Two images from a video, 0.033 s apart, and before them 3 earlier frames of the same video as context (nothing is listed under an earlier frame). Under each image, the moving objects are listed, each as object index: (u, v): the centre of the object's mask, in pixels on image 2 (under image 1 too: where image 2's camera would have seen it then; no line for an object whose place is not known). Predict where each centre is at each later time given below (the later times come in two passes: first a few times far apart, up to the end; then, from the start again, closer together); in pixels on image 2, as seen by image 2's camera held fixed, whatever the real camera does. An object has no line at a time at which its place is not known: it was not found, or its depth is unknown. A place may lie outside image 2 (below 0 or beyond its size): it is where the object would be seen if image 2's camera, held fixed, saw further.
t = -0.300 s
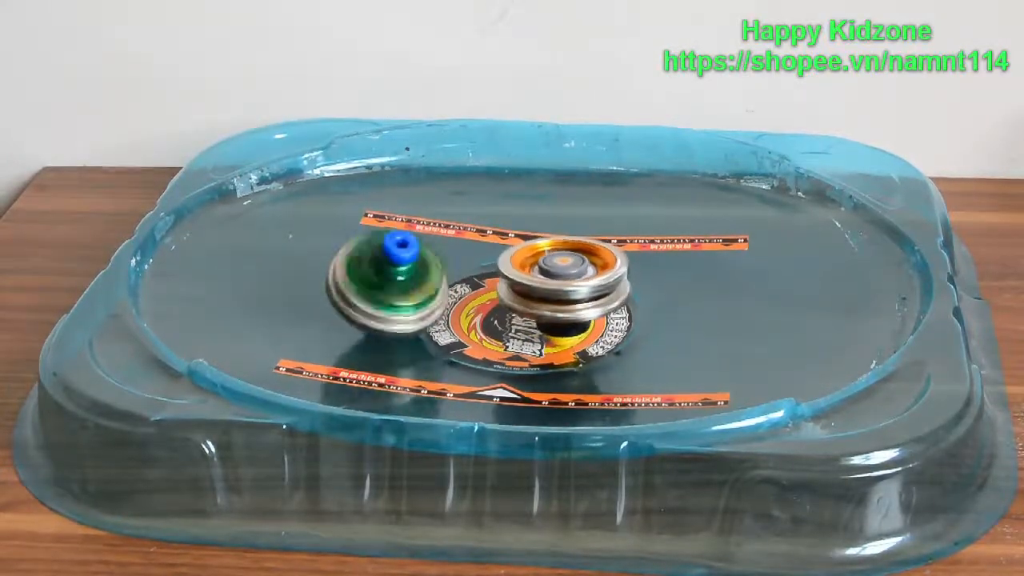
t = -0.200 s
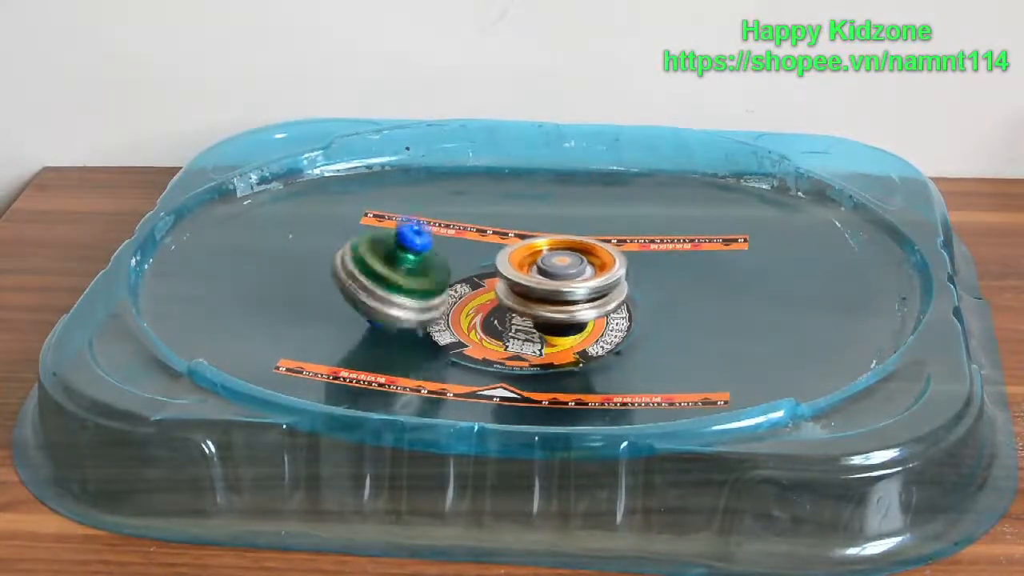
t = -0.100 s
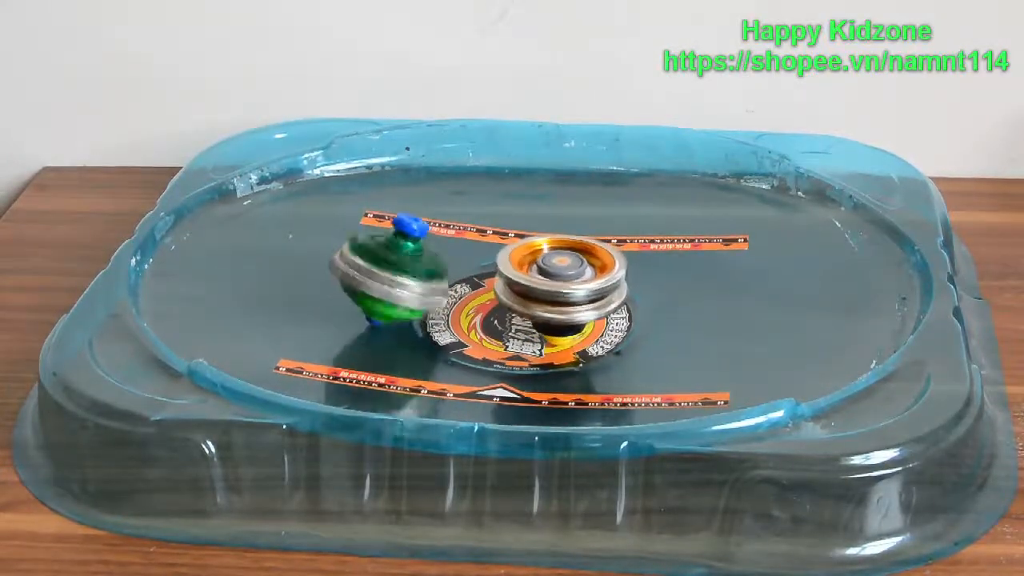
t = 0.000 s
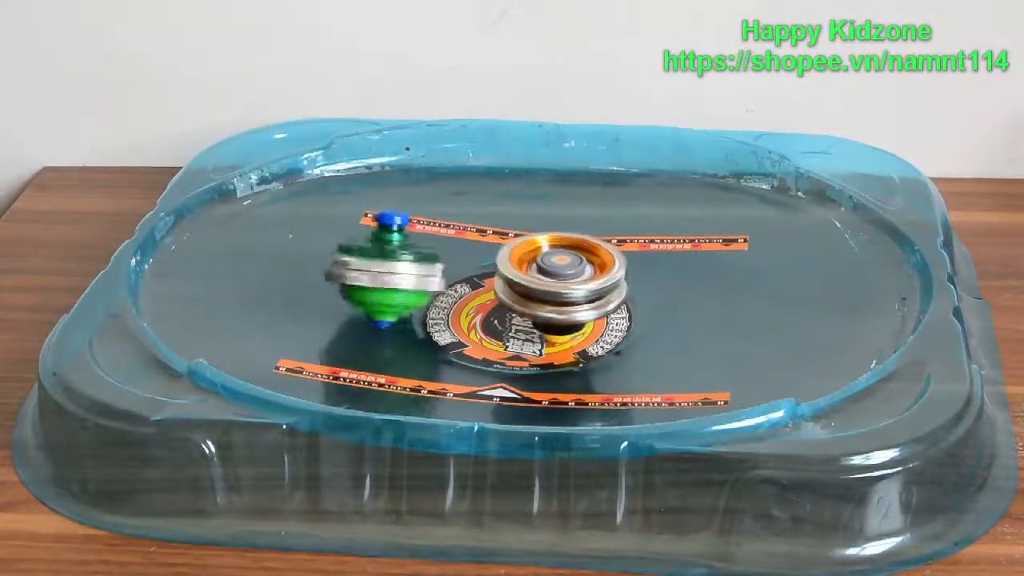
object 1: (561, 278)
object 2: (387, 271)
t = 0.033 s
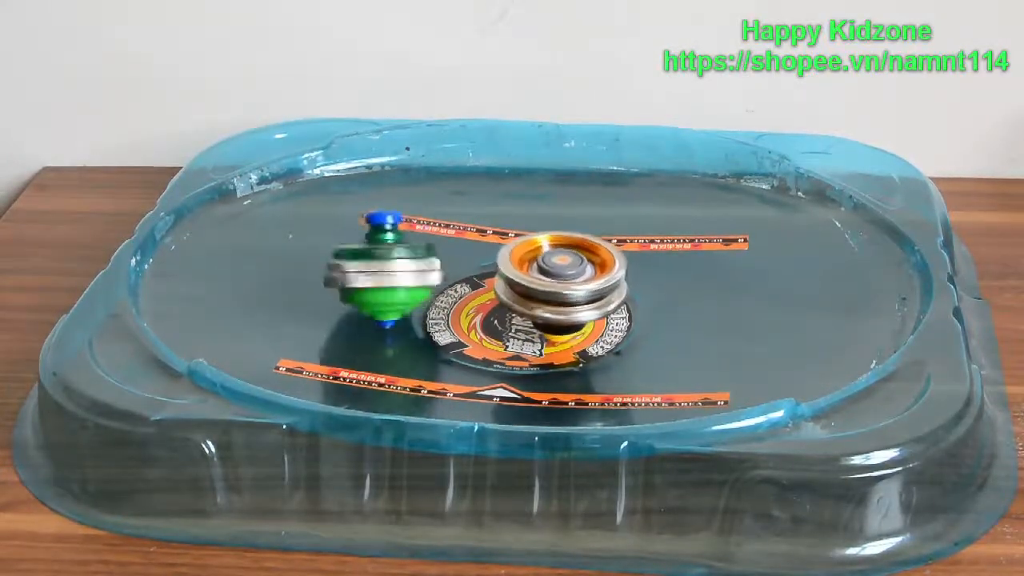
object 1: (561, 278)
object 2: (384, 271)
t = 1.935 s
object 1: (560, 272)
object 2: (375, 265)
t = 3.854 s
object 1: (558, 269)
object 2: (393, 265)
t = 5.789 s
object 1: (557, 270)
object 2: (406, 246)
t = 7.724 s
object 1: (537, 274)
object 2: (651, 236)
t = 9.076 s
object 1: (537, 296)
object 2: (664, 265)
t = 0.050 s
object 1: (561, 277)
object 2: (383, 270)
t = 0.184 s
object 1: (563, 277)
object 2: (376, 272)
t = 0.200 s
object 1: (563, 276)
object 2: (376, 273)
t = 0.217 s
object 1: (563, 276)
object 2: (375, 273)
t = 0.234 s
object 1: (564, 276)
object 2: (373, 274)
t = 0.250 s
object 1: (564, 275)
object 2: (374, 275)
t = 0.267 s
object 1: (564, 275)
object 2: (374, 276)
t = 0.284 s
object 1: (564, 275)
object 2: (374, 276)
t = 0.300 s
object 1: (565, 275)
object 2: (373, 278)
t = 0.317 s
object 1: (565, 275)
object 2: (374, 278)
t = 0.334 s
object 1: (565, 274)
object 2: (374, 280)
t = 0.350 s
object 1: (565, 274)
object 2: (375, 280)
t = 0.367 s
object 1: (564, 274)
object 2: (376, 281)
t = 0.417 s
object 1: (562, 272)
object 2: (378, 281)
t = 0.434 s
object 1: (562, 272)
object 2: (380, 282)
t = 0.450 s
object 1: (561, 271)
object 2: (381, 282)
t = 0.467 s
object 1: (561, 272)
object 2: (381, 281)
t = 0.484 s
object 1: (561, 271)
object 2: (382, 281)
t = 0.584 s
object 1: (561, 271)
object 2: (388, 276)
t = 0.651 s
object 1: (561, 270)
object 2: (392, 271)
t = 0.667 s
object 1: (561, 271)
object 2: (393, 271)
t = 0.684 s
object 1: (561, 271)
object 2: (394, 270)
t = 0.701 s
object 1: (560, 271)
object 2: (393, 269)
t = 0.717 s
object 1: (560, 271)
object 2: (393, 268)
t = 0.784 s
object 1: (560, 269)
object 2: (391, 267)
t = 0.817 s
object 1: (560, 269)
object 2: (390, 267)
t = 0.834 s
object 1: (560, 269)
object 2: (388, 266)
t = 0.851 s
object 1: (561, 268)
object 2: (387, 267)
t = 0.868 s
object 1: (562, 269)
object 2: (386, 266)
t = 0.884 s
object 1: (562, 269)
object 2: (384, 265)
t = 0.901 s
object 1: (562, 270)
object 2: (383, 266)
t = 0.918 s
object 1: (562, 269)
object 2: (383, 266)
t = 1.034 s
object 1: (559, 271)
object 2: (376, 268)
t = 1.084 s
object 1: (560, 272)
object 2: (373, 270)
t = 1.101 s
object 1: (559, 272)
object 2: (373, 271)
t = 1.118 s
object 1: (559, 272)
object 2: (372, 271)
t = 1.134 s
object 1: (558, 272)
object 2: (373, 272)
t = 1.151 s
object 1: (558, 272)
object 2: (373, 273)
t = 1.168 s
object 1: (558, 272)
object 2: (374, 274)
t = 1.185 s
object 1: (558, 271)
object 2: (374, 275)
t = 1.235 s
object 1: (559, 272)
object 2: (376, 276)
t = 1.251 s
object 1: (557, 271)
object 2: (377, 276)
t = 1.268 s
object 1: (557, 272)
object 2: (379, 278)
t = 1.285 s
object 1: (556, 271)
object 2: (380, 276)
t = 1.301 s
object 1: (556, 272)
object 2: (380, 276)
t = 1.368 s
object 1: (556, 270)
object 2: (385, 276)
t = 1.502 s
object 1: (556, 269)
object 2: (395, 267)
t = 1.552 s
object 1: (558, 269)
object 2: (395, 264)
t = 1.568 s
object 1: (559, 269)
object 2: (395, 264)
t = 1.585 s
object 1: (559, 269)
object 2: (395, 262)
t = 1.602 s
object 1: (559, 269)
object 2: (394, 262)
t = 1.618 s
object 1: (559, 269)
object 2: (393, 262)
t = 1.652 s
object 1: (559, 269)
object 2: (391, 261)
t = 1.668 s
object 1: (559, 269)
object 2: (390, 261)
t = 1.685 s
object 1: (560, 269)
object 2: (389, 260)
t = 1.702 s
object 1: (561, 269)
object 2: (388, 261)
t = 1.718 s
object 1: (562, 269)
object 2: (386, 260)
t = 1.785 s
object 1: (561, 270)
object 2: (382, 261)
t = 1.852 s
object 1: (559, 270)
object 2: (379, 263)
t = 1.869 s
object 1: (559, 271)
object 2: (378, 263)
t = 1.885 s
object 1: (559, 271)
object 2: (377, 263)
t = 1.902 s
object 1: (559, 271)
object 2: (376, 264)
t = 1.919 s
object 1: (560, 271)
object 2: (376, 265)
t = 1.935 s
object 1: (560, 272)
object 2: (375, 265)
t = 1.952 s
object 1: (559, 272)
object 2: (374, 266)
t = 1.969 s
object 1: (558, 272)
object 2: (374, 267)
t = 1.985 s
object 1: (558, 272)
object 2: (375, 267)
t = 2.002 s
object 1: (558, 272)
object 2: (376, 268)
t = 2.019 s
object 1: (558, 271)
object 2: (375, 269)
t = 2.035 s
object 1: (558, 272)
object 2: (377, 270)
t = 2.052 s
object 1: (558, 271)
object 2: (378, 271)
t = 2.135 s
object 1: (556, 272)
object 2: (381, 271)
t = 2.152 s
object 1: (556, 271)
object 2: (383, 272)
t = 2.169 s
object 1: (555, 271)
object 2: (385, 272)
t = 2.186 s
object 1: (555, 270)
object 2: (386, 270)
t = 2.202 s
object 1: (556, 270)
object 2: (388, 271)
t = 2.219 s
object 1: (556, 270)
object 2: (388, 270)
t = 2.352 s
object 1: (557, 269)
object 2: (398, 261)
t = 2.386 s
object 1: (558, 269)
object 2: (398, 260)
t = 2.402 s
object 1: (559, 269)
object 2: (398, 260)
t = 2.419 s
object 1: (559, 269)
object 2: (398, 258)
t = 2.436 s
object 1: (560, 269)
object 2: (397, 258)
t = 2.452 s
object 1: (560, 269)
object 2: (397, 257)
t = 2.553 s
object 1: (561, 269)
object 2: (390, 256)
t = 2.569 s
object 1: (561, 270)
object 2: (389, 256)
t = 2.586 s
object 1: (562, 270)
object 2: (388, 255)
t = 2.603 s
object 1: (563, 271)
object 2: (387, 256)
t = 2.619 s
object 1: (562, 271)
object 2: (386, 256)
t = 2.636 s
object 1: (562, 271)
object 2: (386, 257)
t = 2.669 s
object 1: (561, 272)
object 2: (383, 257)
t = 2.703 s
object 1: (560, 272)
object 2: (381, 259)
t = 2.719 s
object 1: (559, 271)
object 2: (379, 259)
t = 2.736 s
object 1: (560, 272)
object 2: (377, 260)
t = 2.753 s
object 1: (559, 271)
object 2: (377, 261)
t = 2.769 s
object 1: (559, 272)
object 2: (376, 261)
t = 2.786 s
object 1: (559, 271)
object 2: (375, 262)
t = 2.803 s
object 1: (559, 272)
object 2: (375, 263)
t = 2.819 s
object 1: (558, 272)
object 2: (375, 264)
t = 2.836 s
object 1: (557, 272)
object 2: (377, 265)
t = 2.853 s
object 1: (557, 271)
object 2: (376, 266)
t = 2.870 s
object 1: (556, 272)
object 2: (379, 267)
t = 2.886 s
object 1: (556, 271)
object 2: (379, 267)
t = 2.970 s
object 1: (557, 270)
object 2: (383, 268)
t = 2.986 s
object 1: (557, 270)
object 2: (386, 269)
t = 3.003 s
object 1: (557, 270)
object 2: (387, 269)
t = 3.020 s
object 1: (557, 270)
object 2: (389, 267)
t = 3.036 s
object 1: (557, 270)
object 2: (390, 267)
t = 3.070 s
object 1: (556, 270)
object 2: (394, 265)
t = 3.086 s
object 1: (557, 269)
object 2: (394, 263)
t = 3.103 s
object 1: (557, 269)
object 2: (396, 262)
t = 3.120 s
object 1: (558, 269)
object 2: (397, 261)
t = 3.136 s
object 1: (558, 269)
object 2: (399, 260)
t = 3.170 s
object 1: (560, 269)
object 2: (401, 259)
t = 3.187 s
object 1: (560, 269)
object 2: (402, 258)
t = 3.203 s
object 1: (560, 270)
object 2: (402, 257)
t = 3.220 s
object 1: (560, 269)
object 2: (402, 256)
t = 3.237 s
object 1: (560, 270)
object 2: (402, 257)
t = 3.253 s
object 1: (560, 269)
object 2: (401, 255)
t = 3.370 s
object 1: (562, 271)
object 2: (394, 253)
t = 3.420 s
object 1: (561, 271)
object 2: (391, 253)
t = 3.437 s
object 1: (560, 272)
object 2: (389, 253)
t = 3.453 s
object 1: (560, 271)
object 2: (387, 253)
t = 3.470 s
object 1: (560, 271)
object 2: (386, 254)
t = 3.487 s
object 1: (559, 271)
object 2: (386, 254)
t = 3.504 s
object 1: (559, 272)
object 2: (384, 255)
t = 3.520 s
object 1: (558, 271)
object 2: (382, 255)
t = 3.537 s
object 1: (558, 271)
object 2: (381, 257)
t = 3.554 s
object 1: (558, 271)
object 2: (379, 257)
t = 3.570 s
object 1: (558, 272)
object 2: (377, 258)
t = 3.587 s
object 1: (558, 271)
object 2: (376, 259)
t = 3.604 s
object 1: (557, 271)
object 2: (376, 260)
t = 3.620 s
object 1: (557, 271)
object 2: (375, 259)
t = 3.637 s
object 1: (557, 271)
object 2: (375, 261)
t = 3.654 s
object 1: (556, 271)
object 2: (378, 262)
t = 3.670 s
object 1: (556, 271)
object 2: (378, 262)
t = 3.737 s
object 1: (557, 271)
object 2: (383, 265)
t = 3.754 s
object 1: (557, 270)
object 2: (382, 264)
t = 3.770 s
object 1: (557, 270)
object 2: (385, 266)
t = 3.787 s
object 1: (557, 270)
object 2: (387, 266)
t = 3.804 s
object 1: (557, 270)
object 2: (388, 265)
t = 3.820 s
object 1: (557, 270)
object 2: (389, 265)
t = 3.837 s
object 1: (557, 270)
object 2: (391, 265)
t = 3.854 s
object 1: (558, 269)
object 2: (393, 265)
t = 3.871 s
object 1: (558, 269)
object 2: (394, 263)
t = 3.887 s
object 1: (558, 269)
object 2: (395, 262)
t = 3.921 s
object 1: (559, 269)
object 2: (398, 259)
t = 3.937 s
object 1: (560, 269)
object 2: (399, 259)
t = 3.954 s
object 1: (560, 269)
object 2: (401, 258)
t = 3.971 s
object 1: (560, 269)
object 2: (403, 257)
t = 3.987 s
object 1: (560, 269)
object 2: (403, 256)
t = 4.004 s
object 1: (561, 270)
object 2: (404, 257)
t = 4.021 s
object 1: (561, 270)
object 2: (404, 256)
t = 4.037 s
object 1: (561, 270)
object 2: (406, 255)
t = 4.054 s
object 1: (561, 270)
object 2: (404, 252)
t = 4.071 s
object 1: (561, 270)
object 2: (404, 253)
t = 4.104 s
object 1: (561, 271)
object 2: (403, 252)
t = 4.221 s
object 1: (559, 271)
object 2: (395, 250)
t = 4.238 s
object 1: (559, 272)
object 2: (393, 251)
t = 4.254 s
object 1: (558, 272)
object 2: (392, 250)
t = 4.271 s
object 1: (558, 272)
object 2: (391, 251)
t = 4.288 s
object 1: (557, 271)
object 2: (389, 251)
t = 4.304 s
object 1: (557, 271)
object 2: (387, 252)
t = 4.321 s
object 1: (557, 271)
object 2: (385, 253)
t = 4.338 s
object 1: (557, 272)
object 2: (384, 254)
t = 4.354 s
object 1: (556, 271)
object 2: (381, 255)
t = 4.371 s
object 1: (556, 271)
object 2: (379, 256)
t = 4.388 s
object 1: (557, 270)
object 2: (378, 256)
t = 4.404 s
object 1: (557, 270)
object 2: (377, 257)
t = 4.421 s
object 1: (557, 270)
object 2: (375, 257)
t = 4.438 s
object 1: (556, 270)
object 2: (376, 258)
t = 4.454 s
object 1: (557, 270)
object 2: (378, 258)
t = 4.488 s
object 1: (557, 270)
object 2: (378, 259)
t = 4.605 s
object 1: (558, 269)
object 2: (387, 263)
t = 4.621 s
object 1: (559, 269)
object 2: (389, 264)
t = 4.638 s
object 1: (560, 269)
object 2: (391, 264)
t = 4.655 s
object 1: (560, 269)
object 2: (393, 261)
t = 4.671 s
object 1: (560, 270)
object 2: (394, 262)
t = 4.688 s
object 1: (560, 269)
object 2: (396, 261)
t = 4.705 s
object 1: (561, 270)
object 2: (398, 260)
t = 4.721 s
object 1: (561, 270)
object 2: (399, 258)
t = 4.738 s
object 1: (561, 270)
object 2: (401, 258)
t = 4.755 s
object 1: (561, 270)
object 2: (403, 256)
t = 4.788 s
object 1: (561, 271)
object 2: (405, 255)
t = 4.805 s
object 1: (561, 271)
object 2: (406, 254)
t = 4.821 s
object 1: (560, 271)
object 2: (407, 255)
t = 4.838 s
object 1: (560, 271)
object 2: (406, 253)
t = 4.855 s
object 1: (560, 271)
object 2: (406, 251)
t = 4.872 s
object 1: (560, 271)
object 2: (406, 252)
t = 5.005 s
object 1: (557, 271)
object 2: (399, 249)
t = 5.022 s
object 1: (557, 271)
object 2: (398, 248)
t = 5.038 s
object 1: (557, 271)
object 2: (396, 249)
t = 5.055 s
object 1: (556, 271)
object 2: (395, 248)
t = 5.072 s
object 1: (556, 271)
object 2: (394, 249)
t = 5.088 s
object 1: (557, 270)
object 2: (392, 249)
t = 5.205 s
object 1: (557, 270)
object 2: (378, 253)
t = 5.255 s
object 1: (558, 269)
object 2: (378, 254)
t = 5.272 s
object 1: (558, 270)
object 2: (378, 254)
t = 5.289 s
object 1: (558, 269)
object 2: (376, 255)
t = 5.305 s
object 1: (558, 270)
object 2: (378, 257)
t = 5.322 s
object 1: (559, 269)
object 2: (379, 256)
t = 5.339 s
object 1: (560, 270)
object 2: (380, 257)
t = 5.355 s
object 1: (560, 270)
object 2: (380, 258)
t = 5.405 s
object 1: (561, 270)
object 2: (385, 260)
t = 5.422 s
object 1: (561, 270)
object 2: (388, 261)
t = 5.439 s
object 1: (561, 271)
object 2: (390, 262)
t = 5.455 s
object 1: (560, 271)
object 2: (391, 260)
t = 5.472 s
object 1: (560, 271)
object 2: (393, 260)
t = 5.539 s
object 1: (559, 271)
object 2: (401, 257)
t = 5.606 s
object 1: (559, 271)
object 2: (409, 253)
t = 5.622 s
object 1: (558, 271)
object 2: (409, 252)
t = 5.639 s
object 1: (558, 271)
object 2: (411, 252)
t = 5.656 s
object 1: (558, 271)
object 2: (410, 249)
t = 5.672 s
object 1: (558, 271)
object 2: (411, 248)
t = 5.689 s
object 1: (557, 271)
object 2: (410, 248)
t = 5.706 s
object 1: (557, 271)
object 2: (410, 249)
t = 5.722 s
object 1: (557, 271)
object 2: (409, 247)
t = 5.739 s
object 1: (557, 271)
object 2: (409, 247)
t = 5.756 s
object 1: (557, 270)
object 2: (409, 247)
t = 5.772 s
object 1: (557, 270)
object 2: (409, 247)
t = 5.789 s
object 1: (557, 270)
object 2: (406, 246)
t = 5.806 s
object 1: (557, 270)
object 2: (406, 245)
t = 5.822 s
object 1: (558, 270)
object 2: (407, 245)
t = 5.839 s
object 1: (558, 270)
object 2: (408, 246)
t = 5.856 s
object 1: (557, 270)
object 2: (407, 245)
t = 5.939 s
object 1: (558, 270)
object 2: (396, 244)
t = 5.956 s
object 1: (558, 269)
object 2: (397, 243)
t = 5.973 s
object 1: (559, 270)
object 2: (396, 244)
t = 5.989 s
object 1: (559, 269)
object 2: (394, 244)
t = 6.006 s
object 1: (559, 270)
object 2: (394, 244)
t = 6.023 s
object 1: (560, 270)
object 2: (394, 243)
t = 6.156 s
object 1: (560, 271)
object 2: (399, 236)
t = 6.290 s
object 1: (558, 271)
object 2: (423, 222)
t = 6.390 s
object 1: (557, 271)
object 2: (452, 205)
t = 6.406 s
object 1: (557, 271)
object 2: (456, 203)
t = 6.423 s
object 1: (557, 270)
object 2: (460, 202)
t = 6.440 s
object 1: (557, 271)
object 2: (463, 200)
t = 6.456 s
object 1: (557, 270)
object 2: (467, 196)
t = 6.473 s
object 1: (558, 270)
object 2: (468, 194)
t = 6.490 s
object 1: (558, 270)
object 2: (470, 193)
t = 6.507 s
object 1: (558, 270)
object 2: (469, 194)
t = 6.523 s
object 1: (558, 270)
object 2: (469, 192)
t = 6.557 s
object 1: (559, 270)
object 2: (470, 190)
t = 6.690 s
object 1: (559, 270)
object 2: (473, 192)
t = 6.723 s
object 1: (560, 270)
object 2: (473, 190)
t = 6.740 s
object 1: (560, 271)
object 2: (475, 191)
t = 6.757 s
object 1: (560, 271)
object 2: (476, 190)
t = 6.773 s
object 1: (559, 271)
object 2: (479, 192)
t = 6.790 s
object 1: (559, 271)
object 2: (480, 193)
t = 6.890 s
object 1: (557, 271)
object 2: (496, 201)
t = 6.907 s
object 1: (557, 272)
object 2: (499, 202)
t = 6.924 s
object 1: (557, 271)
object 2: (502, 204)
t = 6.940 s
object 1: (557, 271)
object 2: (508, 204)
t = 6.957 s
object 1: (557, 271)
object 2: (513, 204)
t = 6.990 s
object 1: (557, 271)
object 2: (524, 205)
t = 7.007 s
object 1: (557, 272)
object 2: (534, 205)
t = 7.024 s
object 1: (557, 271)
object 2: (543, 206)
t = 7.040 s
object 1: (557, 271)
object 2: (554, 209)
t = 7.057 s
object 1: (554, 273)
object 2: (569, 211)
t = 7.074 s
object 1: (549, 276)
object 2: (583, 214)
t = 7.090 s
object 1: (546, 275)
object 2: (595, 219)
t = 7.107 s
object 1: (543, 275)
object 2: (605, 222)
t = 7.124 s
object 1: (541, 274)
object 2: (614, 226)
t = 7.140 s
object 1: (541, 273)
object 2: (624, 230)
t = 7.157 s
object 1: (541, 272)
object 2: (631, 231)
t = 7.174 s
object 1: (543, 271)
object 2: (640, 234)
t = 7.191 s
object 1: (545, 270)
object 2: (649, 233)
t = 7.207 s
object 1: (549, 270)
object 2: (656, 233)
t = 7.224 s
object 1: (554, 269)
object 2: (664, 234)
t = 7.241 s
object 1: (555, 270)
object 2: (671, 234)
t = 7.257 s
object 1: (560, 270)
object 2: (681, 231)
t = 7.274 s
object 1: (561, 271)
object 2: (686, 233)
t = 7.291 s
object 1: (563, 271)
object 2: (692, 231)
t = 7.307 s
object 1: (564, 273)
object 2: (696, 230)
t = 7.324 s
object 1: (565, 274)
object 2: (702, 230)
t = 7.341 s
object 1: (565, 276)
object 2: (705, 229)
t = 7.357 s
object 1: (563, 276)
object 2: (706, 228)
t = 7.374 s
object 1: (562, 278)
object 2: (707, 227)
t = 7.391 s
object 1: (561, 278)
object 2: (707, 225)
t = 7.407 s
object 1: (560, 278)
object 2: (707, 224)
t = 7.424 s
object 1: (558, 278)
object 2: (706, 223)
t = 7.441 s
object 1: (556, 279)
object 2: (705, 224)
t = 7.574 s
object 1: (543, 281)
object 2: (683, 221)
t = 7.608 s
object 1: (539, 281)
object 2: (678, 221)
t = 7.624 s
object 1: (537, 280)
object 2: (674, 222)
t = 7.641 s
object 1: (536, 281)
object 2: (670, 222)
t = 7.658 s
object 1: (535, 280)
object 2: (666, 226)
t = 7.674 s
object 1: (535, 278)
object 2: (664, 228)
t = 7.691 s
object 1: (536, 276)
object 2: (659, 230)
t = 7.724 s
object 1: (537, 274)
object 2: (651, 236)
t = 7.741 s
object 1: (539, 273)
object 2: (649, 239)
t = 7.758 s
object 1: (542, 272)
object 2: (646, 242)
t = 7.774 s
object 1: (543, 272)
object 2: (642, 245)
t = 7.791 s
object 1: (544, 272)
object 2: (638, 243)
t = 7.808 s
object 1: (539, 274)
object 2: (643, 242)
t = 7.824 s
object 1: (531, 275)
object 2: (646, 239)
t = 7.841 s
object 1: (526, 279)
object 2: (651, 236)
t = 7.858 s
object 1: (522, 281)
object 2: (655, 234)
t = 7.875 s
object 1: (517, 282)
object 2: (657, 232)
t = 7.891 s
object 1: (518, 281)
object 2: (659, 230)
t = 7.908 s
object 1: (517, 280)
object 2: (660, 230)
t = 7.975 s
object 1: (518, 280)
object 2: (658, 232)
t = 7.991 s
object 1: (518, 281)
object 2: (658, 231)
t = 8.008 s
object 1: (519, 282)
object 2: (659, 232)
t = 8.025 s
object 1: (520, 281)
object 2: (659, 232)
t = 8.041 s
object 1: (522, 280)
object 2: (660, 233)
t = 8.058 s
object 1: (522, 278)
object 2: (660, 233)
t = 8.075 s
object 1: (522, 279)
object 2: (660, 233)
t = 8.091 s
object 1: (522, 280)
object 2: (661, 233)
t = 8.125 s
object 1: (526, 281)
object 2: (662, 234)
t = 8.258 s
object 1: (538, 281)
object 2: (666, 234)
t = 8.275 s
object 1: (541, 281)
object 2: (667, 235)
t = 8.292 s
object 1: (546, 281)
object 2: (668, 235)
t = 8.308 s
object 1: (548, 280)
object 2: (670, 236)
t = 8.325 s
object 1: (550, 281)
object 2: (671, 235)
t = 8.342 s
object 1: (551, 283)
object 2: (672, 236)
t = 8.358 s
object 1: (552, 283)
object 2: (673, 236)
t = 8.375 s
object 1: (555, 284)
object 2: (674, 237)
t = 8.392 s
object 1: (558, 284)
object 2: (674, 237)
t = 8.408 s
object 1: (560, 285)
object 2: (675, 238)
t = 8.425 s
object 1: (561, 287)
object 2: (676, 238)
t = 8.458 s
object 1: (563, 289)
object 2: (677, 238)
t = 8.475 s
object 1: (564, 291)
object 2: (677, 239)
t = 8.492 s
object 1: (565, 291)
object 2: (678, 238)
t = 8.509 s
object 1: (564, 293)
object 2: (679, 239)
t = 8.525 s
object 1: (563, 295)
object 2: (679, 239)
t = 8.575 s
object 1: (561, 297)
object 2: (680, 241)
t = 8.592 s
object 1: (561, 298)
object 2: (681, 242)
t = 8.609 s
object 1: (560, 299)
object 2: (681, 242)
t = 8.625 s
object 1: (558, 296)
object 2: (682, 243)
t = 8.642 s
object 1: (559, 296)
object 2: (682, 243)
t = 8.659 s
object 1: (560, 291)
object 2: (683, 243)
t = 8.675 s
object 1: (561, 292)
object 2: (683, 244)
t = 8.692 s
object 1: (565, 291)
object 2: (683, 245)
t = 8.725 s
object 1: (572, 295)
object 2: (682, 246)
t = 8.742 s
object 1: (575, 298)
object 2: (683, 247)
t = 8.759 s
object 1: (577, 300)
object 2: (683, 247)
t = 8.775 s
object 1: (577, 300)
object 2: (682, 248)
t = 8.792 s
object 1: (575, 297)
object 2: (682, 249)
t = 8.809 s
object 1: (572, 295)
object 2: (682, 251)
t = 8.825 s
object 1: (571, 293)
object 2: (682, 252)
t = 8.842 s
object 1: (570, 294)
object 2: (679, 255)
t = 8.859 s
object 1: (569, 292)
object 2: (677, 257)
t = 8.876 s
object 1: (571, 292)
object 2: (675, 259)
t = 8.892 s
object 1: (569, 288)
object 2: (672, 261)
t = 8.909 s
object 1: (568, 286)
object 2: (671, 263)
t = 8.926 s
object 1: (564, 285)
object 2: (670, 262)
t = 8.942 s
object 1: (563, 285)
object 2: (670, 264)
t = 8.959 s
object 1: (561, 284)
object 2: (668, 263)
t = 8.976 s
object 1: (559, 286)
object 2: (667, 264)
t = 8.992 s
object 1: (557, 287)
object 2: (666, 263)
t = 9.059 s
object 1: (541, 296)
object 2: (664, 265)
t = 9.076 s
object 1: (537, 296)
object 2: (664, 265)
